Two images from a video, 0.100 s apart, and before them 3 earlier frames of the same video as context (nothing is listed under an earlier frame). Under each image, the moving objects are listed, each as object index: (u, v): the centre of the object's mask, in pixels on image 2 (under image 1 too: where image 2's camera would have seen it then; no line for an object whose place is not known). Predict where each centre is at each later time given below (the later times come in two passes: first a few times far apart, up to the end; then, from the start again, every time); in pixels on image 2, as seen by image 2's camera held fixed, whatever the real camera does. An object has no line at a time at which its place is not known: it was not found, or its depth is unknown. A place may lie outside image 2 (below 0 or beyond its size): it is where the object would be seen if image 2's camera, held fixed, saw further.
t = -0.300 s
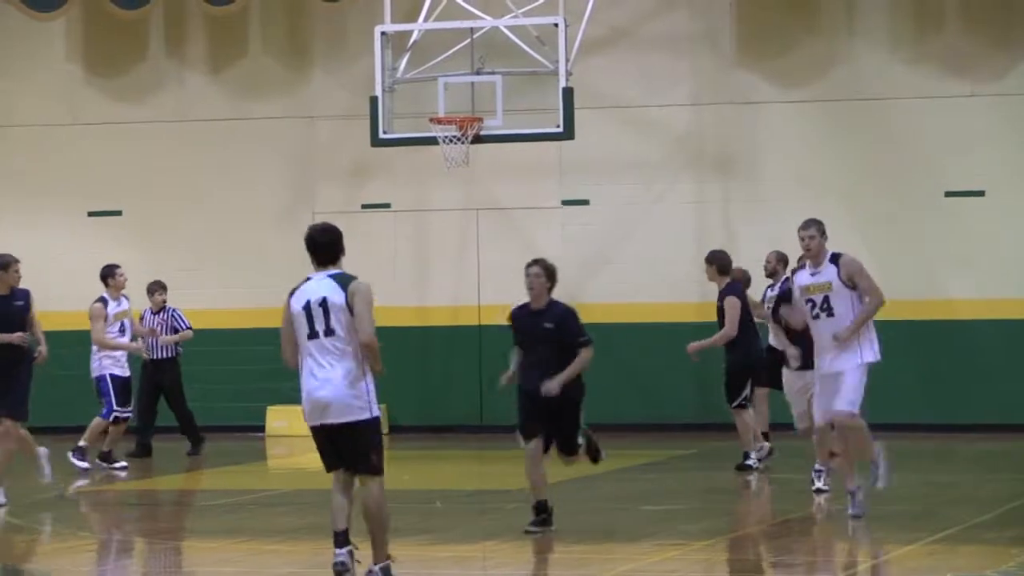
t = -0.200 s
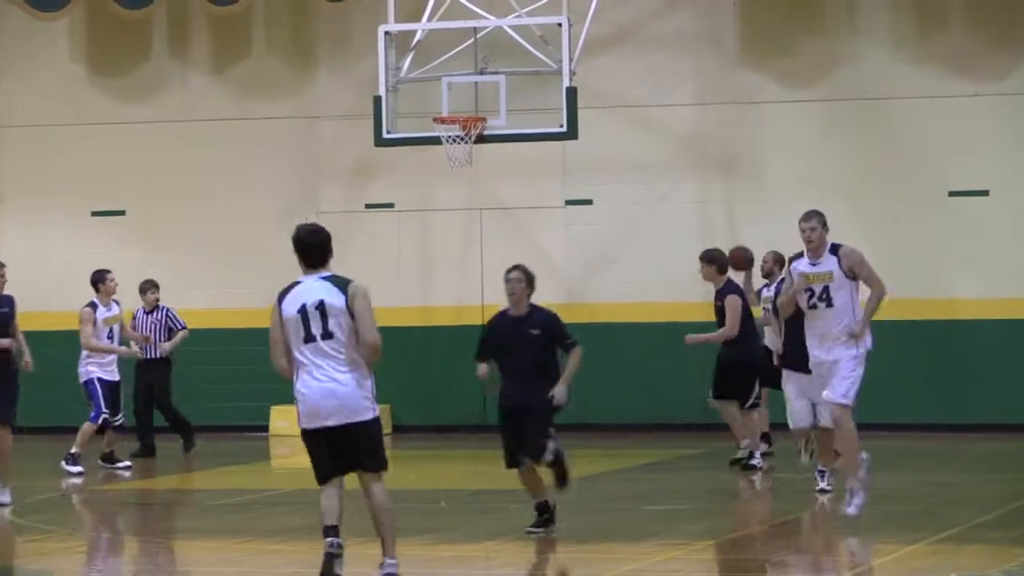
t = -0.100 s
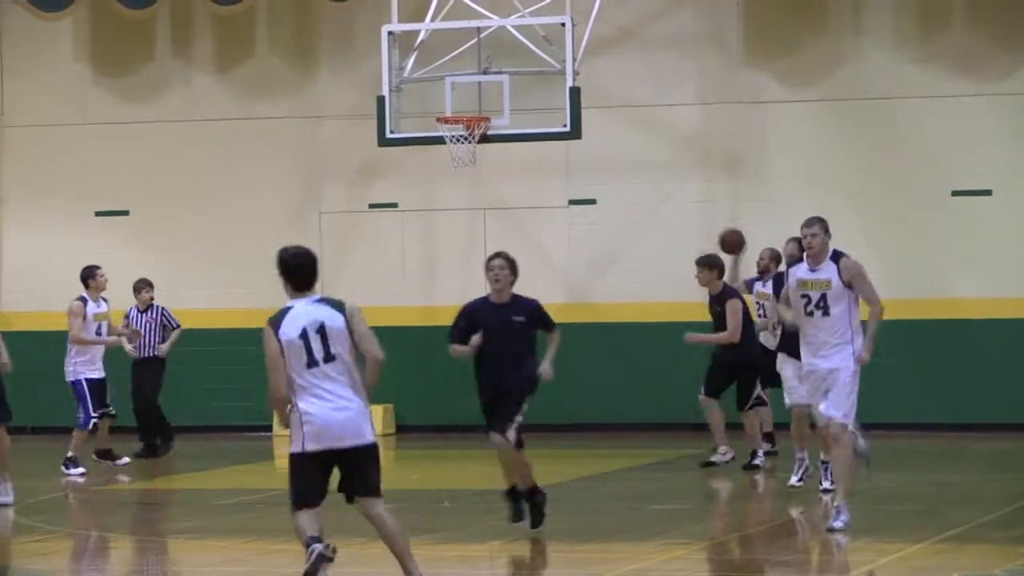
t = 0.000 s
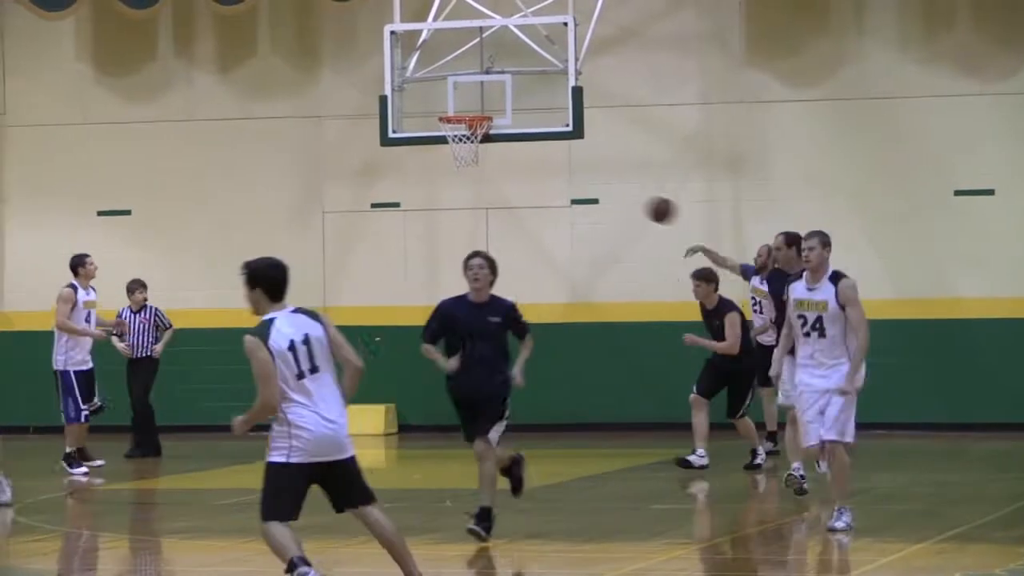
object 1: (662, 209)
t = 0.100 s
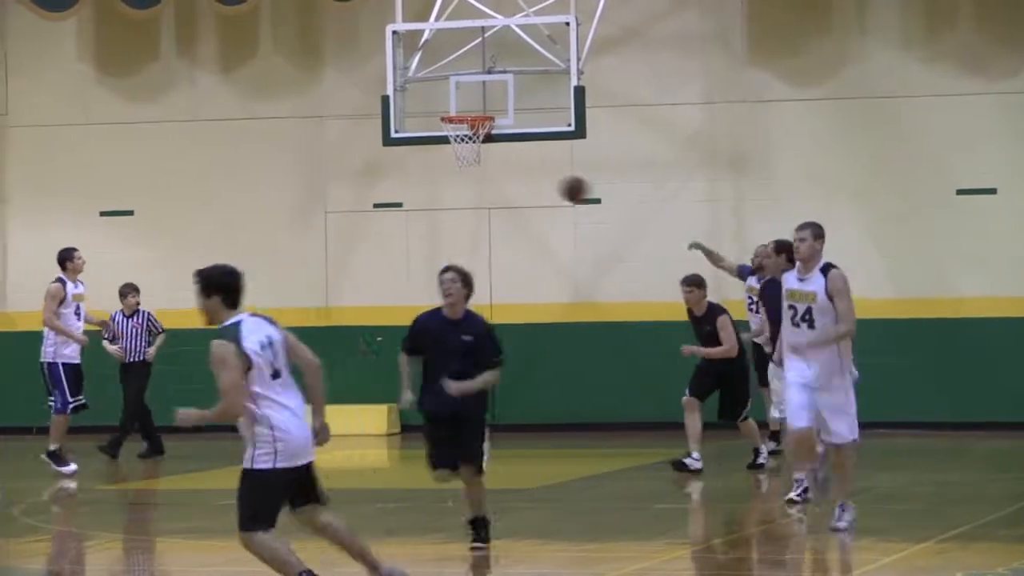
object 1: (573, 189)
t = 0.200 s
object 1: (483, 178)
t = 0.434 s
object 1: (272, 192)
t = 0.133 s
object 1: (543, 184)
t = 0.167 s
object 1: (514, 181)
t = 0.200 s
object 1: (483, 178)
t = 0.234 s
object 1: (453, 177)
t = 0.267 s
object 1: (423, 177)
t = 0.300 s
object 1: (393, 177)
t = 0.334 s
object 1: (363, 179)
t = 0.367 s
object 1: (332, 182)
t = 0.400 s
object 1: (303, 186)
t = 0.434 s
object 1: (272, 192)
